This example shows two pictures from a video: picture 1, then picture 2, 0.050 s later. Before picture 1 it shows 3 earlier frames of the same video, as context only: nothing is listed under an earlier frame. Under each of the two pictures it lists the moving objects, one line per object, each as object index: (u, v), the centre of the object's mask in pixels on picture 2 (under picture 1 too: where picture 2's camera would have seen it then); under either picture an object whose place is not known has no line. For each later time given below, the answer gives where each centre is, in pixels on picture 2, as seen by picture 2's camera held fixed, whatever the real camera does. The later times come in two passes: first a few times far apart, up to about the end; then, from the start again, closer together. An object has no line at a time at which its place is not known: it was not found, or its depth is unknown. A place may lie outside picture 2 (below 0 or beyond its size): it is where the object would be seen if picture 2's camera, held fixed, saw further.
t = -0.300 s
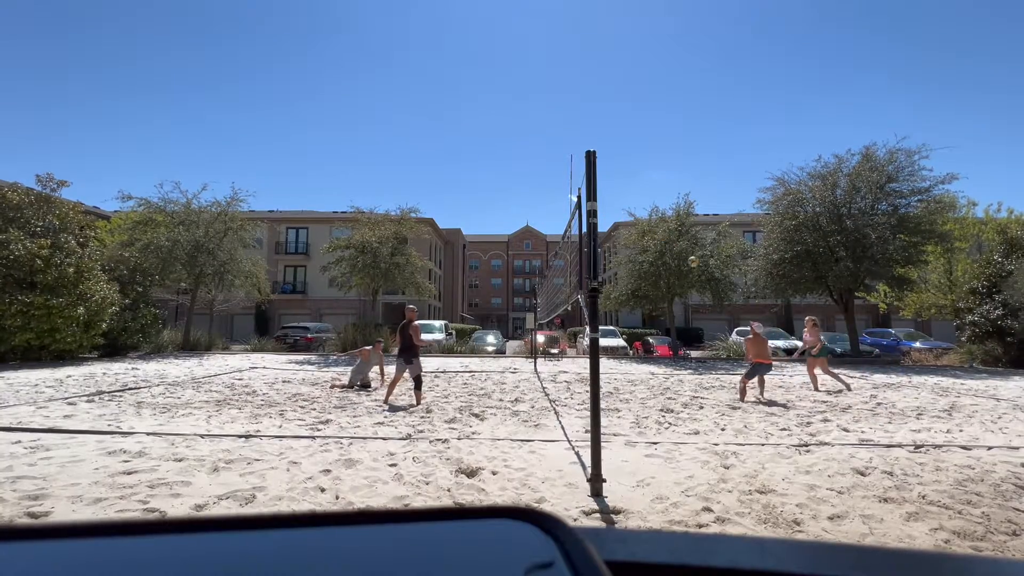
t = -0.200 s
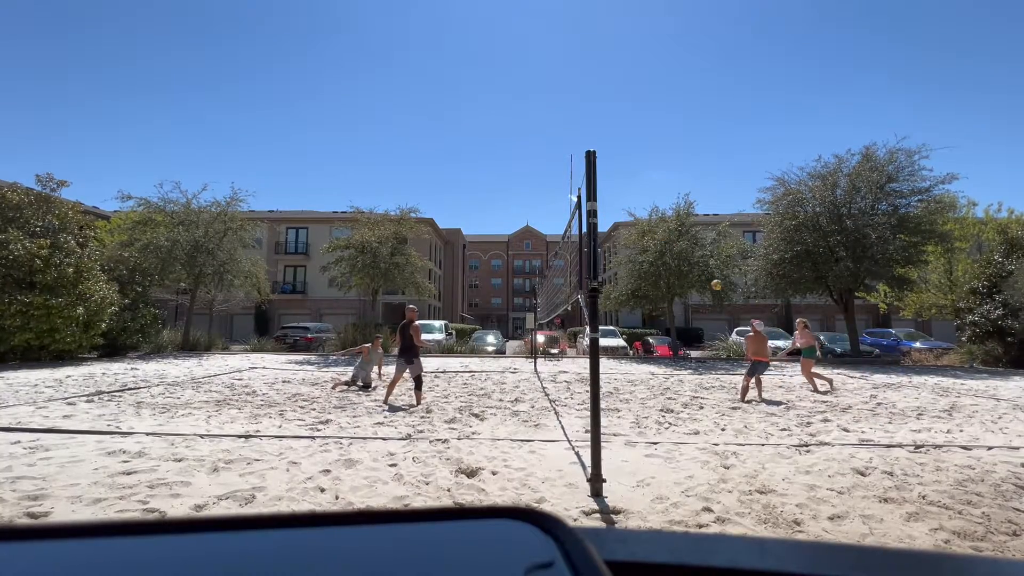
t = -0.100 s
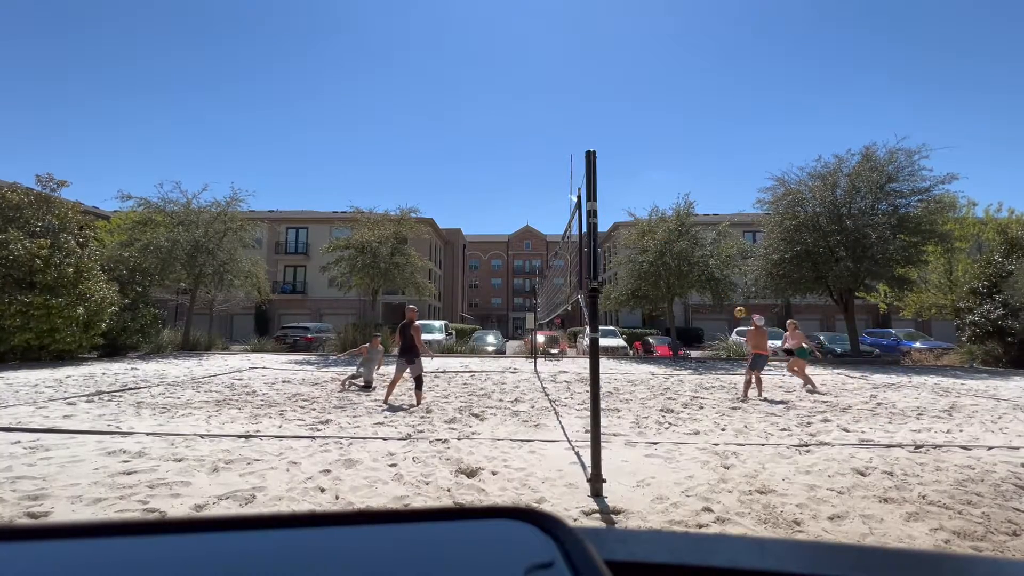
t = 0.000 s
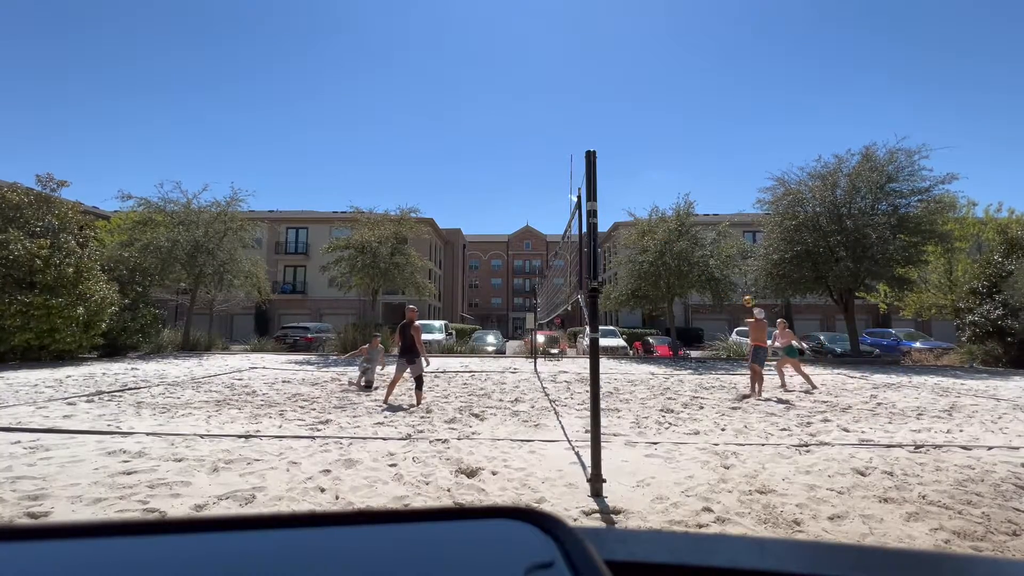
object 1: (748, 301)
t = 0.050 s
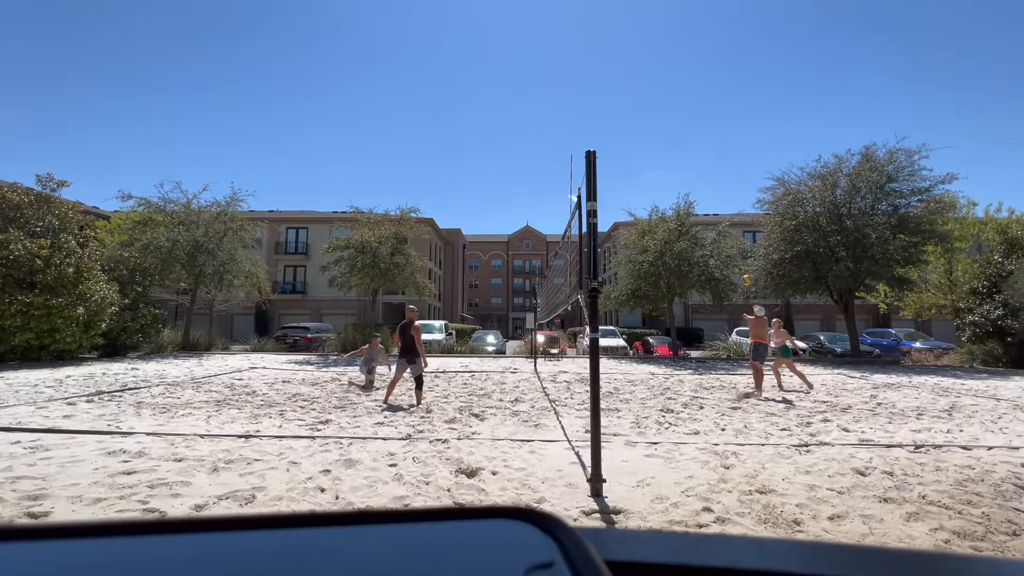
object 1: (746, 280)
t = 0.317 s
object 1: (738, 194)
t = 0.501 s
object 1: (733, 158)
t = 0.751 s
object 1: (728, 134)
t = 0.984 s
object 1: (724, 135)
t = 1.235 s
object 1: (721, 158)
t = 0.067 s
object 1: (746, 273)
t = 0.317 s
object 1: (738, 194)
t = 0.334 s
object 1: (738, 190)
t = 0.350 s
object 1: (737, 186)
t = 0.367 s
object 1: (737, 183)
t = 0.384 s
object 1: (736, 179)
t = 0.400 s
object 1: (736, 176)
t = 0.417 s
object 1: (735, 172)
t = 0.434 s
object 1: (735, 169)
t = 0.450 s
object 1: (734, 166)
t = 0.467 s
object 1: (734, 163)
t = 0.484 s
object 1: (734, 161)
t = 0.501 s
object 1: (733, 158)
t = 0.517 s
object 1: (733, 155)
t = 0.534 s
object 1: (733, 153)
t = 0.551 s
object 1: (732, 151)
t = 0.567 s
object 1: (732, 149)
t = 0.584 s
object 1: (731, 147)
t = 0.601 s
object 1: (731, 145)
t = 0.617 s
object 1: (731, 143)
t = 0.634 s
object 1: (730, 142)
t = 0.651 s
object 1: (730, 140)
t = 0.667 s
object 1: (730, 139)
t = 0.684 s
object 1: (729, 138)
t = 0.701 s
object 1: (729, 136)
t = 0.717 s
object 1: (729, 135)
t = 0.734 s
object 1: (728, 135)
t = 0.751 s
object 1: (728, 134)
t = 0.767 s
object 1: (728, 133)
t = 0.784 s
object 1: (727, 133)
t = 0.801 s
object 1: (727, 132)
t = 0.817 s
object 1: (727, 132)
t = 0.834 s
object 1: (726, 132)
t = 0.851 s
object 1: (726, 131)
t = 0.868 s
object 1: (726, 131)
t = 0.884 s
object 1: (726, 131)
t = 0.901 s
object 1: (725, 132)
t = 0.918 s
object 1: (725, 132)
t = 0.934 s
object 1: (725, 133)
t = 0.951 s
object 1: (725, 133)
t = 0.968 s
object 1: (724, 134)
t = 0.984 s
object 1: (724, 135)
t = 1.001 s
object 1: (724, 135)
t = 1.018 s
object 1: (724, 136)
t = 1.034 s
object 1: (723, 137)
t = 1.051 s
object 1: (723, 139)
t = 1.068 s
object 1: (723, 140)
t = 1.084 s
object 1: (723, 141)
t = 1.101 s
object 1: (722, 143)
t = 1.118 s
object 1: (722, 144)
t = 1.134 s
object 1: (722, 146)
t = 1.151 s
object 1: (722, 148)
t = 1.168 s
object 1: (721, 150)
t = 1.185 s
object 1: (721, 151)
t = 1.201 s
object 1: (721, 154)
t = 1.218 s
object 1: (721, 156)
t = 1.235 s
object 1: (721, 158)
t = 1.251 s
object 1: (721, 160)
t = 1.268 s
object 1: (720, 163)
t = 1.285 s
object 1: (720, 166)
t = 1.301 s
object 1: (720, 168)
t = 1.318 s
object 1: (720, 171)
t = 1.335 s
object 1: (720, 174)
